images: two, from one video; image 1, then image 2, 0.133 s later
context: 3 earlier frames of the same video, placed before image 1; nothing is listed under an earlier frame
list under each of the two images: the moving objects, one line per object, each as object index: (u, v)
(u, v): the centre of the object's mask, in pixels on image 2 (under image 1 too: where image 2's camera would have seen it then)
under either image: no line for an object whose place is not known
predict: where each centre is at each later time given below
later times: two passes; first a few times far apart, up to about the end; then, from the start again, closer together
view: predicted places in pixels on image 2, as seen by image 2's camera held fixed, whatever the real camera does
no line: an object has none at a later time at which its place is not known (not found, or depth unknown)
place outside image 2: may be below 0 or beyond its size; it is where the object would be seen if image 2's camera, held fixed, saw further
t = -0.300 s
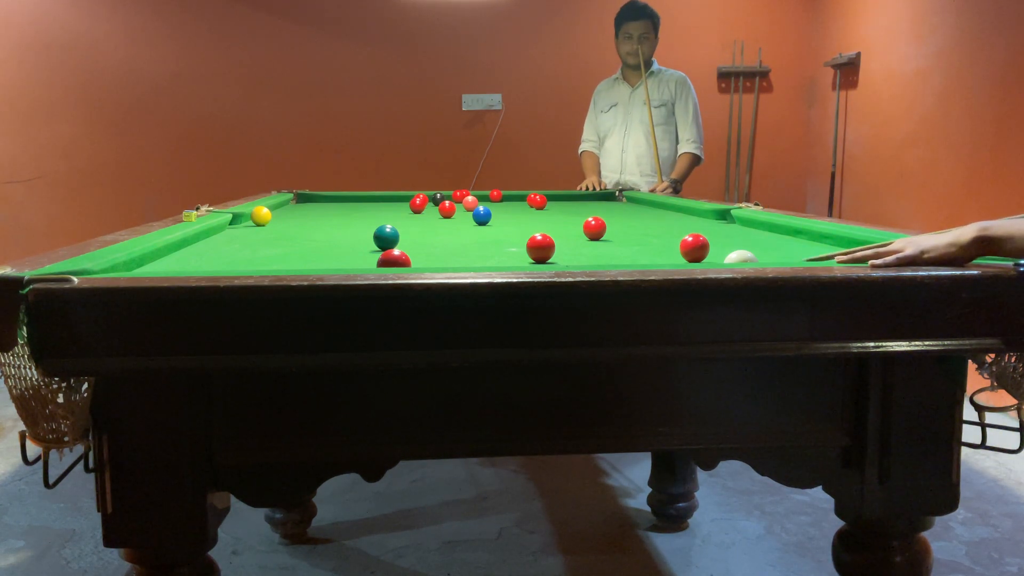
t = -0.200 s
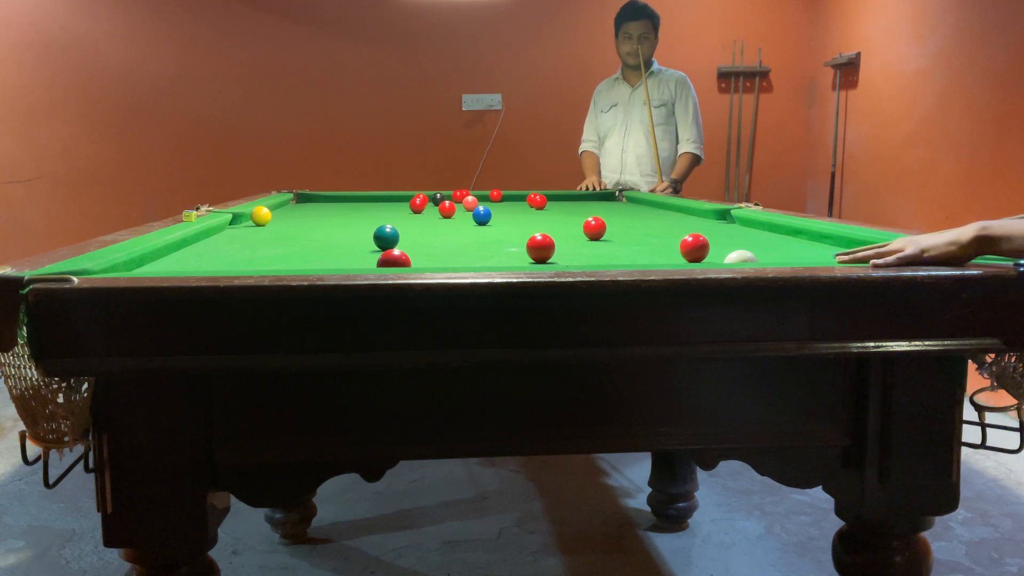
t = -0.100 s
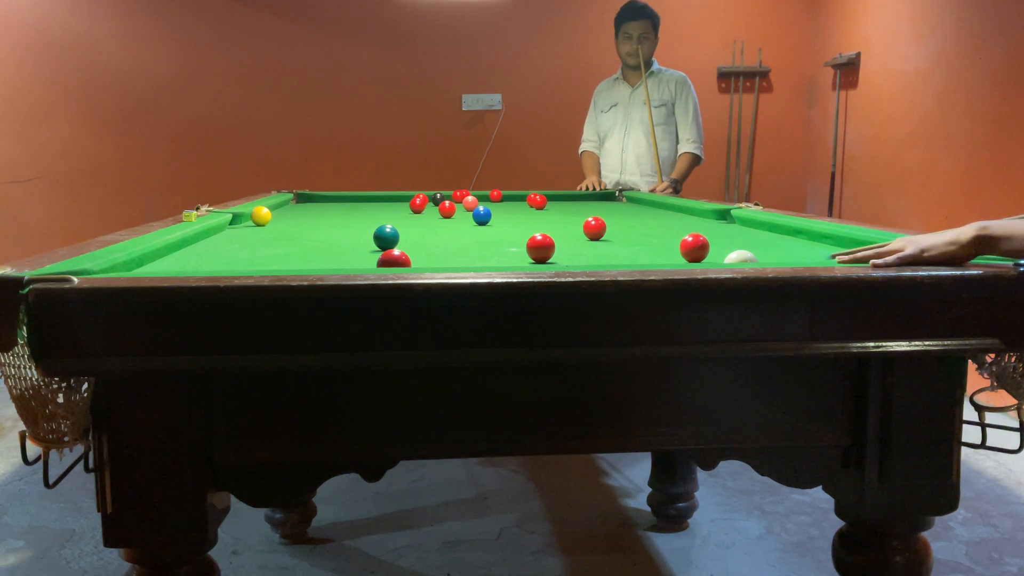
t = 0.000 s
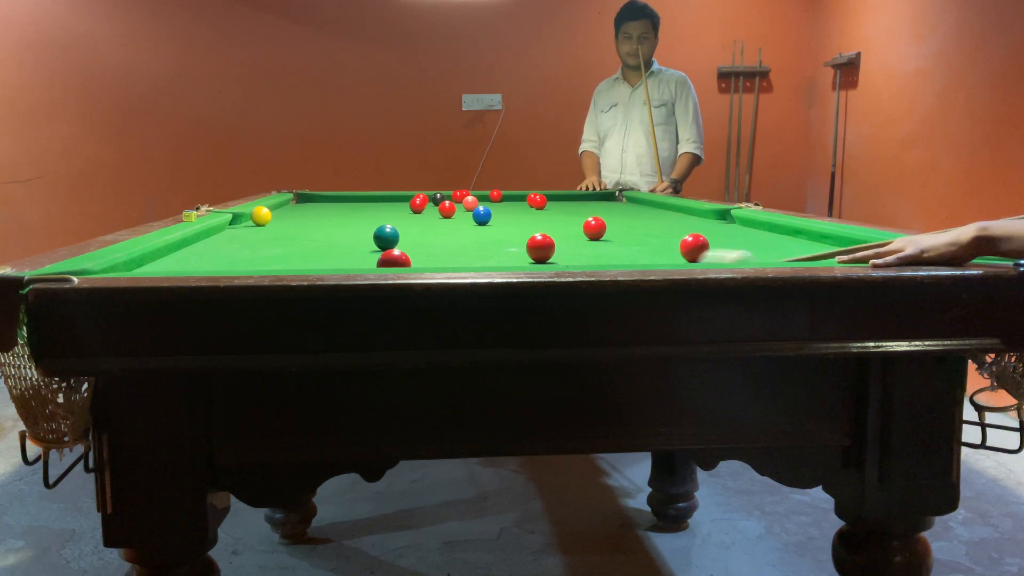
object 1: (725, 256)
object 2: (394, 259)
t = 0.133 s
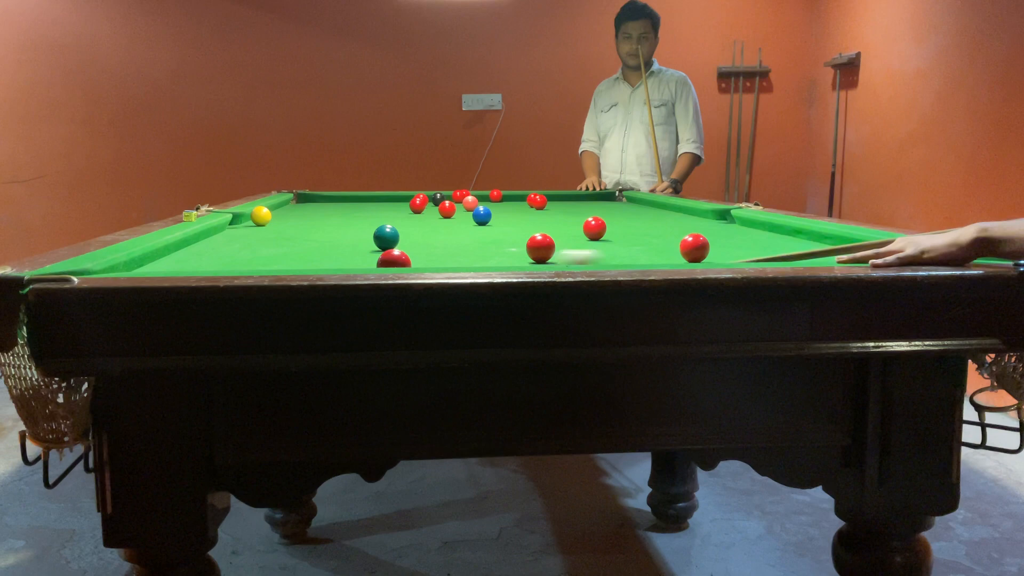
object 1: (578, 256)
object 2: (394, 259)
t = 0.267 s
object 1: (460, 257)
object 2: (394, 259)
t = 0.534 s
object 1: (385, 255)
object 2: (273, 262)
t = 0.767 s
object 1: (337, 253)
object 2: (158, 264)
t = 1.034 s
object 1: (290, 249)
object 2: (117, 267)
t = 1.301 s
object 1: (250, 245)
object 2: (145, 266)
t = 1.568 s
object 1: (215, 241)
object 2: (167, 265)
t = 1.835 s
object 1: (206, 238)
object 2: (184, 264)
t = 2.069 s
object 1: (226, 236)
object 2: (196, 263)
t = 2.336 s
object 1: (244, 235)
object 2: (204, 263)
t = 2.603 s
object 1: (257, 233)
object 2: (207, 262)
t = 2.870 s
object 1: (269, 232)
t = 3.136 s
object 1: (276, 231)
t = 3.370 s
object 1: (280, 231)
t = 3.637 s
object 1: (281, 231)
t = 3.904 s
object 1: (282, 231)
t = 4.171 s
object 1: (282, 231)
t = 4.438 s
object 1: (282, 231)
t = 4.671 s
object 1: (282, 231)
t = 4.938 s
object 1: (282, 231)
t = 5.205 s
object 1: (282, 231)
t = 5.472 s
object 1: (282, 231)
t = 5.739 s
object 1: (282, 231)
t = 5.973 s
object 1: (282, 231)
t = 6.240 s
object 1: (282, 231)
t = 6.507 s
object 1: (282, 231)
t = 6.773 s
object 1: (282, 231)
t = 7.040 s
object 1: (282, 231)
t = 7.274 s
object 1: (282, 231)
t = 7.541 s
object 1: (282, 231)
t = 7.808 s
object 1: (282, 231)
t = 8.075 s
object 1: (282, 231)
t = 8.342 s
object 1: (282, 231)
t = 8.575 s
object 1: (282, 231)
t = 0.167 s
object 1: (547, 256)
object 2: (394, 259)
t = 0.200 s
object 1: (519, 256)
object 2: (394, 259)
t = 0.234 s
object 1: (488, 257)
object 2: (394, 259)
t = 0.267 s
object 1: (460, 257)
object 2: (394, 259)
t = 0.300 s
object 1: (434, 257)
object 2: (394, 259)
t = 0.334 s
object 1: (425, 258)
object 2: (378, 258)
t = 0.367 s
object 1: (421, 257)
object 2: (357, 259)
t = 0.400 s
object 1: (415, 257)
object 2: (339, 260)
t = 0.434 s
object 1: (408, 257)
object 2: (321, 260)
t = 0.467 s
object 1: (400, 256)
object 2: (305, 261)
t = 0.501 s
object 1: (393, 256)
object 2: (289, 261)
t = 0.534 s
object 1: (385, 255)
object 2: (273, 262)
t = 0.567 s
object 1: (378, 255)
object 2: (256, 262)
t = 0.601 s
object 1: (371, 255)
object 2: (241, 262)
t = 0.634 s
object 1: (365, 254)
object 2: (225, 263)
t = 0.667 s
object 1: (357, 254)
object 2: (209, 263)
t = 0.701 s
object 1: (351, 254)
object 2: (193, 264)
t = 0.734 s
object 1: (344, 253)
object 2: (177, 264)
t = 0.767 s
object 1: (337, 253)
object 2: (158, 264)
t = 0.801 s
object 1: (331, 252)
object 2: (142, 265)
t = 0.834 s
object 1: (325, 252)
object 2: (124, 266)
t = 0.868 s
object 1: (319, 251)
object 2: (108, 267)
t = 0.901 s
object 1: (313, 251)
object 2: (102, 267)
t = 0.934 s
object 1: (307, 250)
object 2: (106, 267)
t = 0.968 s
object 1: (301, 250)
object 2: (110, 267)
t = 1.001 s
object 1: (296, 249)
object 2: (113, 267)
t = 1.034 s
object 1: (290, 249)
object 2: (117, 267)
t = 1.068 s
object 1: (285, 248)
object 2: (120, 267)
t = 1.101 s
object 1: (280, 248)
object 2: (124, 267)
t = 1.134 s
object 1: (274, 247)
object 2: (128, 267)
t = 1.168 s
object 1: (269, 246)
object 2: (132, 267)
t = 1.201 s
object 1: (264, 246)
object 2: (135, 267)
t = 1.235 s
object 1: (259, 245)
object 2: (138, 267)
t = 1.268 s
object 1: (254, 245)
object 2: (142, 267)
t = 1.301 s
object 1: (250, 245)
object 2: (145, 266)
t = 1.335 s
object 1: (245, 244)
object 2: (148, 266)
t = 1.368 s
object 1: (241, 244)
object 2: (151, 266)
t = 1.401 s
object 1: (236, 243)
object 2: (153, 266)
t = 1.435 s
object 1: (232, 243)
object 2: (156, 266)
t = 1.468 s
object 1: (227, 242)
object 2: (159, 265)
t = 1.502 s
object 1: (223, 242)
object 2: (162, 265)
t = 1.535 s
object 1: (219, 241)
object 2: (164, 265)
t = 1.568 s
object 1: (215, 241)
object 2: (167, 265)
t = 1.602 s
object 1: (211, 241)
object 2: (169, 265)
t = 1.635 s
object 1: (207, 240)
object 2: (172, 264)
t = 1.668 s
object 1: (203, 240)
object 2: (174, 264)
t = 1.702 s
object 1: (200, 240)
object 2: (176, 264)
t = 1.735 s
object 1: (196, 239)
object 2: (178, 264)
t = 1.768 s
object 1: (200, 239)
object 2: (180, 264)
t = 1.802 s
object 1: (203, 238)
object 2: (182, 264)
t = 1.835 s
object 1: (206, 238)
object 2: (184, 264)
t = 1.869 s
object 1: (209, 238)
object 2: (185, 264)
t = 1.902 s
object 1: (212, 238)
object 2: (187, 264)
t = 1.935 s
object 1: (215, 237)
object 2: (189, 263)
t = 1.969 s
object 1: (218, 237)
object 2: (191, 263)
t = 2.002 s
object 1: (221, 237)
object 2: (193, 263)
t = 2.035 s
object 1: (224, 236)
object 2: (194, 263)
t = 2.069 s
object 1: (226, 236)
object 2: (196, 263)
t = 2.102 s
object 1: (229, 236)
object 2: (197, 263)
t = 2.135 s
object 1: (231, 236)
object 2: (198, 263)
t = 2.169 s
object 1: (234, 236)
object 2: (199, 263)
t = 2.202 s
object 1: (236, 235)
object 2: (200, 263)
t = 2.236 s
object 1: (238, 235)
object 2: (201, 263)
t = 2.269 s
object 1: (240, 235)
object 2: (202, 263)
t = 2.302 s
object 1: (242, 235)
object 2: (203, 263)
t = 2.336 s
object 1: (244, 235)
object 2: (204, 263)
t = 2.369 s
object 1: (246, 234)
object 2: (204, 263)
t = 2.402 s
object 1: (248, 234)
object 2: (205, 263)
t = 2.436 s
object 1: (250, 234)
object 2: (206, 263)
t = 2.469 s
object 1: (251, 234)
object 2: (206, 263)
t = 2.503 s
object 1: (253, 233)
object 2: (206, 263)
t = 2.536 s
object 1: (255, 233)
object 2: (207, 262)
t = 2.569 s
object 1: (256, 233)
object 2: (207, 262)
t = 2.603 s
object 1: (257, 233)
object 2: (207, 262)
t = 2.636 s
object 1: (259, 233)
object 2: (208, 263)
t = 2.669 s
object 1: (260, 233)
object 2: (208, 263)
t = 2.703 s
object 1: (262, 232)
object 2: (208, 263)
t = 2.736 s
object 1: (263, 232)
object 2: (208, 263)
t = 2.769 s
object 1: (265, 232)
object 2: (208, 263)
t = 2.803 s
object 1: (266, 232)
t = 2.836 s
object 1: (267, 232)
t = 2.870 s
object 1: (269, 232)
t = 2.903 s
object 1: (270, 231)
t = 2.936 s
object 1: (271, 232)
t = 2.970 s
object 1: (272, 232)
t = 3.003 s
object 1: (273, 232)
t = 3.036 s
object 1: (274, 231)
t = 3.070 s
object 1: (275, 231)
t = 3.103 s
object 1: (275, 231)
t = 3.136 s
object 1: (276, 231)
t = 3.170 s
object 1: (277, 231)
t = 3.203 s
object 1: (278, 231)
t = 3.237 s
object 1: (278, 231)
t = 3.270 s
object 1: (279, 231)
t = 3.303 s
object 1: (279, 231)
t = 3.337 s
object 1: (280, 231)
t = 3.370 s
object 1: (280, 231)
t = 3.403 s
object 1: (281, 231)
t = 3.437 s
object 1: (281, 231)
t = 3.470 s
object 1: (281, 231)
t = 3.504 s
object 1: (281, 231)
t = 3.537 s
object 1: (281, 231)
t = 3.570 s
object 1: (281, 231)
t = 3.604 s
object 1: (281, 231)
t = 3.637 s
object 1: (281, 231)
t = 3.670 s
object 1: (282, 231)
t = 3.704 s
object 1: (282, 231)
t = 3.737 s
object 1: (282, 231)
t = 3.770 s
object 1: (282, 231)
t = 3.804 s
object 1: (282, 231)
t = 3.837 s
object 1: (282, 231)
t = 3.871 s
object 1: (282, 231)
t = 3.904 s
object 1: (282, 231)
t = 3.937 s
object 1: (282, 231)
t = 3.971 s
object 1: (282, 231)
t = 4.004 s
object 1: (282, 231)
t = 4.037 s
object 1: (282, 231)
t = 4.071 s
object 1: (282, 231)
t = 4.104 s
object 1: (282, 231)
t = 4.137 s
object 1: (282, 231)
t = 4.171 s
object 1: (282, 231)
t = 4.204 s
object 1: (282, 231)
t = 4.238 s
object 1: (282, 231)
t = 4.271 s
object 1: (282, 231)
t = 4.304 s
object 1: (282, 231)
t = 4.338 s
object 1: (282, 231)
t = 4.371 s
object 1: (282, 231)
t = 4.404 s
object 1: (282, 231)
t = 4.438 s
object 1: (282, 231)
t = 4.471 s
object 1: (282, 231)
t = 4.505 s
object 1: (282, 231)
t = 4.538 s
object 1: (282, 231)
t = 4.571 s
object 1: (282, 231)
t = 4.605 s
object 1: (282, 231)
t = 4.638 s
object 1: (282, 231)
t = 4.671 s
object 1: (282, 231)
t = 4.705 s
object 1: (282, 231)
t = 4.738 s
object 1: (282, 231)
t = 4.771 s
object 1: (282, 231)
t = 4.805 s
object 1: (282, 231)
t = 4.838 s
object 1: (282, 231)
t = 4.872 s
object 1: (282, 231)
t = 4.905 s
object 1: (282, 231)
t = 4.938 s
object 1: (282, 231)
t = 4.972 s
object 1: (282, 231)
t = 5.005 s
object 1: (282, 231)
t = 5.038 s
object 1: (282, 231)
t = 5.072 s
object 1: (282, 231)
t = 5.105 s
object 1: (282, 231)
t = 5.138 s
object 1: (282, 231)
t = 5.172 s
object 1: (282, 231)
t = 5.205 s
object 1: (282, 231)
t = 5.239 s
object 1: (282, 231)
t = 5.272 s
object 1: (282, 231)
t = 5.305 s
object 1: (282, 231)
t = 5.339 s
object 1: (282, 231)
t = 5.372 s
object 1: (282, 231)
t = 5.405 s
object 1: (282, 231)
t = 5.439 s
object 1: (282, 231)
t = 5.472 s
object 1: (282, 231)
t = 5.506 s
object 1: (282, 231)
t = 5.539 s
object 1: (282, 231)
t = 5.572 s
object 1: (282, 231)
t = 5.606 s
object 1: (282, 231)
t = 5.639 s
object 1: (282, 231)
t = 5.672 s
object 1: (282, 231)
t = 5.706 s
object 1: (282, 231)
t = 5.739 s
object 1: (282, 231)
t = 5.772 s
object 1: (282, 231)
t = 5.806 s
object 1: (282, 231)
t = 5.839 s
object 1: (282, 231)
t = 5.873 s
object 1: (282, 231)
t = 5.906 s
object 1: (282, 231)
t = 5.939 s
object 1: (282, 231)
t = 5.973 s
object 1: (282, 231)
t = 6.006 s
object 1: (282, 231)
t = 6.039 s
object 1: (282, 231)
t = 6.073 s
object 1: (282, 231)
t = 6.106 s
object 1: (282, 231)
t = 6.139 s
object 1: (282, 231)
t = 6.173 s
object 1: (282, 231)
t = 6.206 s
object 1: (282, 231)
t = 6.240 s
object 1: (282, 231)
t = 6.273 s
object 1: (282, 231)
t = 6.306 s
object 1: (282, 231)
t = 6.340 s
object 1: (282, 231)
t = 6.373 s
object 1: (282, 231)
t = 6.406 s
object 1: (282, 231)
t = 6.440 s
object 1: (282, 231)
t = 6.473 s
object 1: (282, 231)
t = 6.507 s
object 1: (282, 231)
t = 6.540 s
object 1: (282, 231)
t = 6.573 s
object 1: (282, 231)
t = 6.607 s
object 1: (282, 231)
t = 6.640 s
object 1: (282, 231)
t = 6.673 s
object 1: (282, 231)
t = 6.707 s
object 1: (282, 231)
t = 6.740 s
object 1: (282, 231)
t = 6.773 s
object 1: (282, 231)
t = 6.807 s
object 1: (282, 231)
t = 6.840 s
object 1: (282, 231)
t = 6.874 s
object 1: (282, 231)
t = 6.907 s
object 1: (282, 231)
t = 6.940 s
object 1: (282, 231)
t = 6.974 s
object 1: (282, 231)
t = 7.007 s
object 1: (282, 231)
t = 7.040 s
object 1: (282, 231)
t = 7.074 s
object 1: (282, 231)
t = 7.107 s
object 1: (282, 231)
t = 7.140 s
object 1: (282, 231)
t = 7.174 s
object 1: (282, 231)
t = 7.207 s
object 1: (282, 231)
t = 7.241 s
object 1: (282, 231)
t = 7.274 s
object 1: (282, 231)
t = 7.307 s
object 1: (282, 231)
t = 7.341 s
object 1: (282, 231)
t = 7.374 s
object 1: (282, 231)
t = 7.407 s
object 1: (282, 231)
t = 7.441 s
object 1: (282, 231)
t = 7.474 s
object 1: (282, 231)
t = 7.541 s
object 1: (282, 231)
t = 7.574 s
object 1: (282, 231)
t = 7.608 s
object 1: (282, 231)
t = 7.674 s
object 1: (282, 231)
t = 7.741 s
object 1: (282, 231)
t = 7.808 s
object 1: (282, 231)
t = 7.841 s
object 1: (282, 231)
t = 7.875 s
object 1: (282, 231)
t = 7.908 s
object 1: (282, 231)
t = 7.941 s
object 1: (282, 231)
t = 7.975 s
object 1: (282, 231)
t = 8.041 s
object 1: (282, 231)
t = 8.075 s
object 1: (282, 231)
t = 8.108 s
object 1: (282, 231)
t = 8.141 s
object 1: (282, 231)
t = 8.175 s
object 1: (282, 231)
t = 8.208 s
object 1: (282, 231)
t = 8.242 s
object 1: (282, 231)
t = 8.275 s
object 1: (282, 231)
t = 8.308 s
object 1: (282, 231)
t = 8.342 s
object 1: (282, 231)
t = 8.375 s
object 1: (282, 231)
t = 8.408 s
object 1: (282, 231)
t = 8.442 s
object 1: (282, 231)
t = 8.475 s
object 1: (282, 231)
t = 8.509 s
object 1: (282, 231)
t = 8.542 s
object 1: (282, 231)
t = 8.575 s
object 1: (282, 231)
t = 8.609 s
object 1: (282, 231)
